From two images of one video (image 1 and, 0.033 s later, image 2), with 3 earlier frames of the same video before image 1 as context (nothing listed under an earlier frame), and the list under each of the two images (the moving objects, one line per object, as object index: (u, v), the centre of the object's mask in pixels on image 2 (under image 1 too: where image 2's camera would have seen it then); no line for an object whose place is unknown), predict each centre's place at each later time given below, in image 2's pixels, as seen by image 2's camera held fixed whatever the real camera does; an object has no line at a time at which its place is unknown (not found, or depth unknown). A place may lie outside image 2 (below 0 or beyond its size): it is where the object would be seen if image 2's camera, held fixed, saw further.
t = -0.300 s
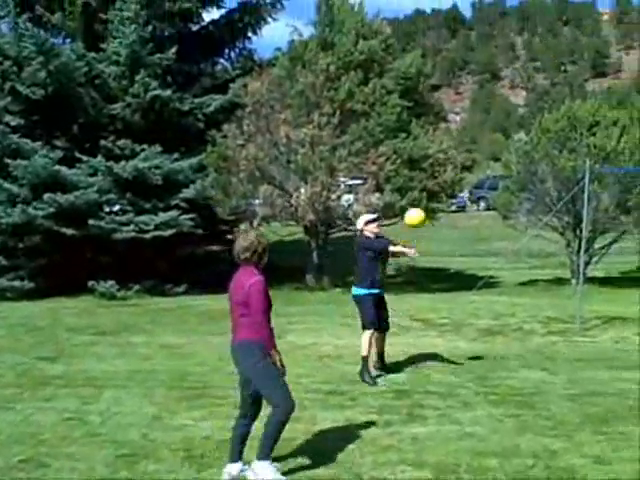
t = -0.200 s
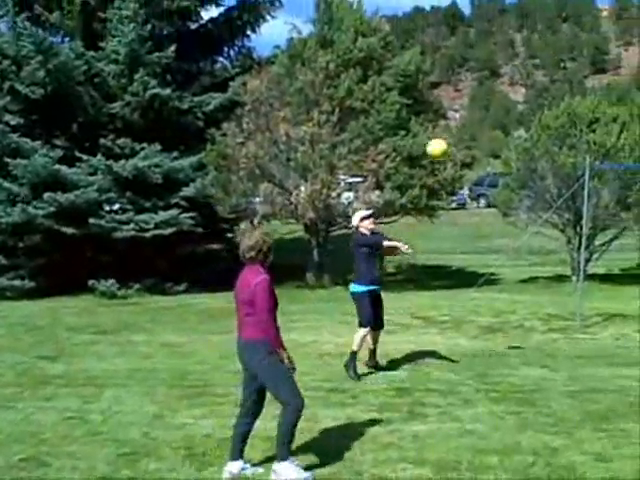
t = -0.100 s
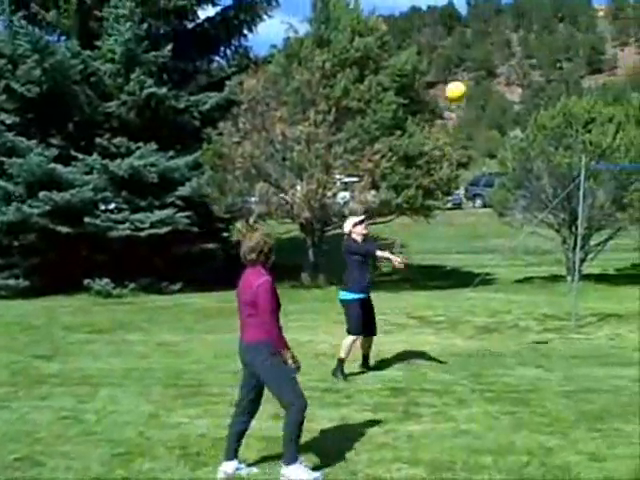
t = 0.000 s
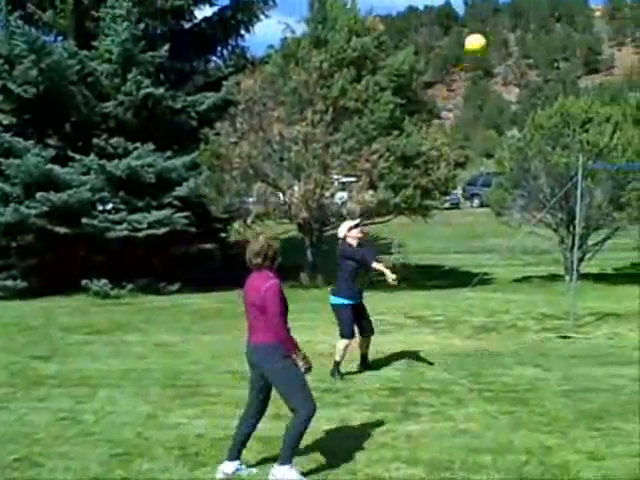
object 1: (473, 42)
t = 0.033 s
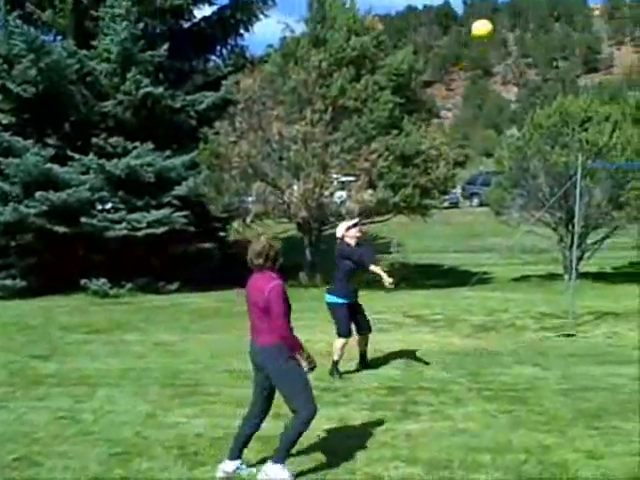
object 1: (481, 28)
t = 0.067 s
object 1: (488, 16)
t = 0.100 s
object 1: (496, 7)
